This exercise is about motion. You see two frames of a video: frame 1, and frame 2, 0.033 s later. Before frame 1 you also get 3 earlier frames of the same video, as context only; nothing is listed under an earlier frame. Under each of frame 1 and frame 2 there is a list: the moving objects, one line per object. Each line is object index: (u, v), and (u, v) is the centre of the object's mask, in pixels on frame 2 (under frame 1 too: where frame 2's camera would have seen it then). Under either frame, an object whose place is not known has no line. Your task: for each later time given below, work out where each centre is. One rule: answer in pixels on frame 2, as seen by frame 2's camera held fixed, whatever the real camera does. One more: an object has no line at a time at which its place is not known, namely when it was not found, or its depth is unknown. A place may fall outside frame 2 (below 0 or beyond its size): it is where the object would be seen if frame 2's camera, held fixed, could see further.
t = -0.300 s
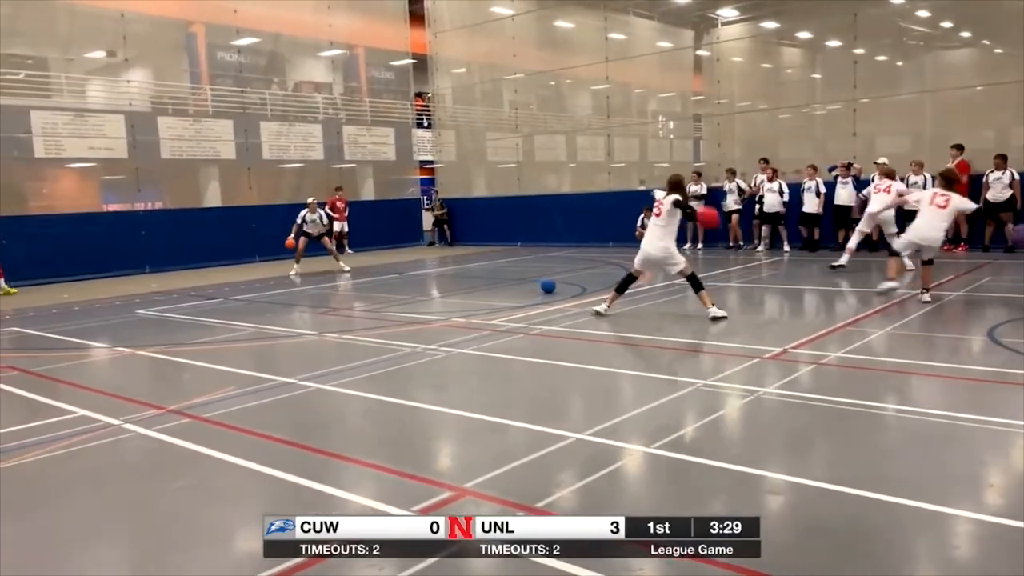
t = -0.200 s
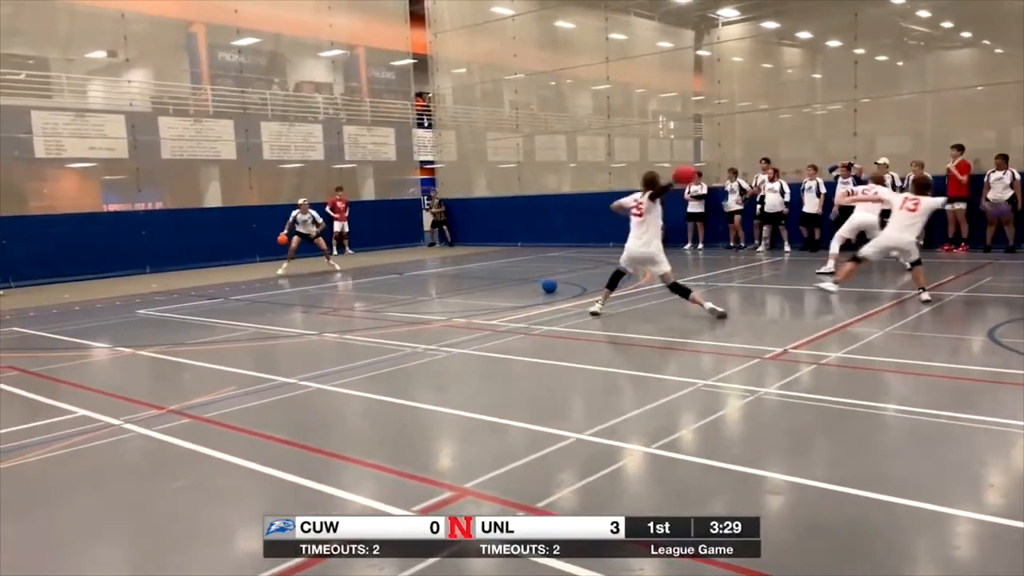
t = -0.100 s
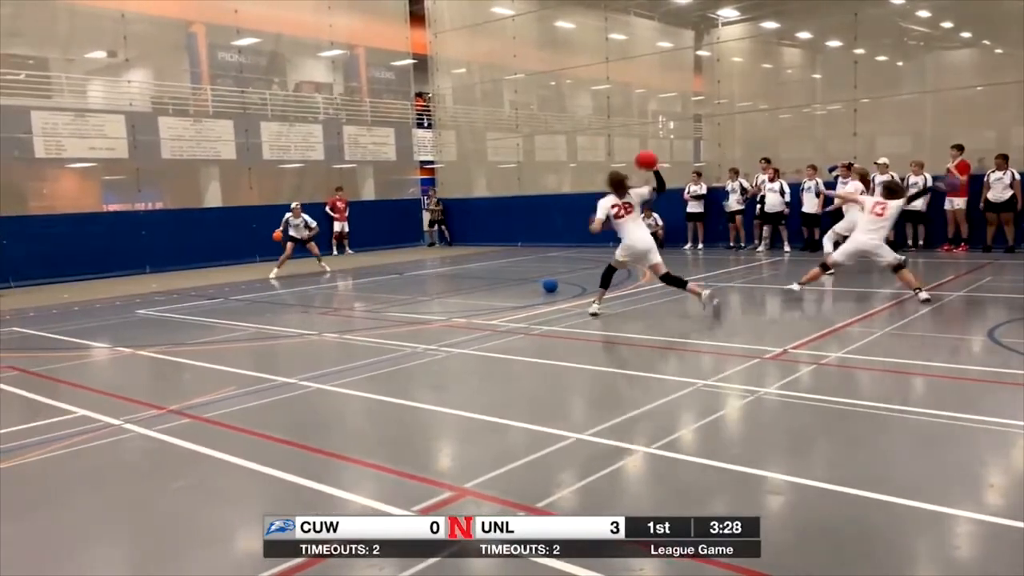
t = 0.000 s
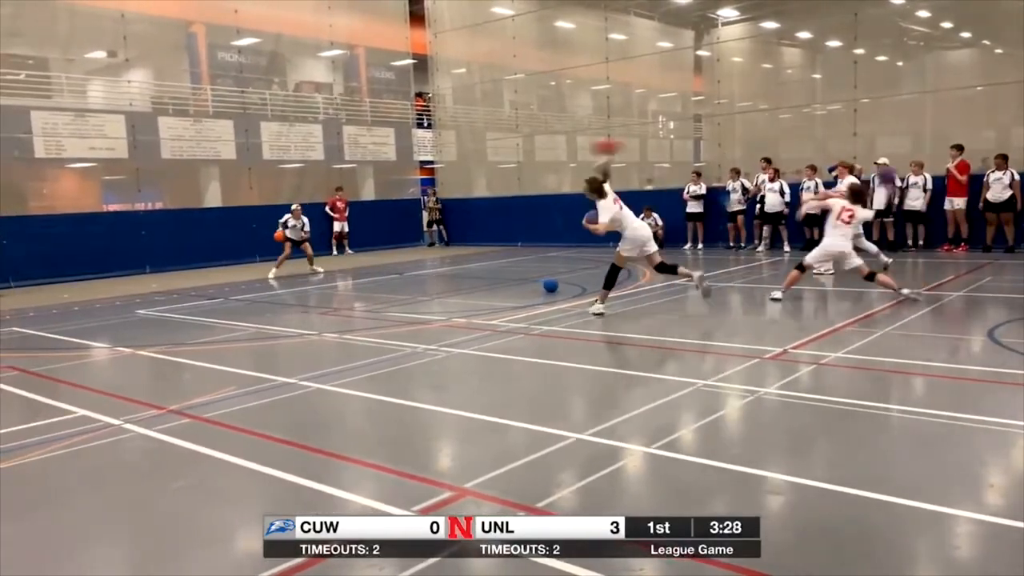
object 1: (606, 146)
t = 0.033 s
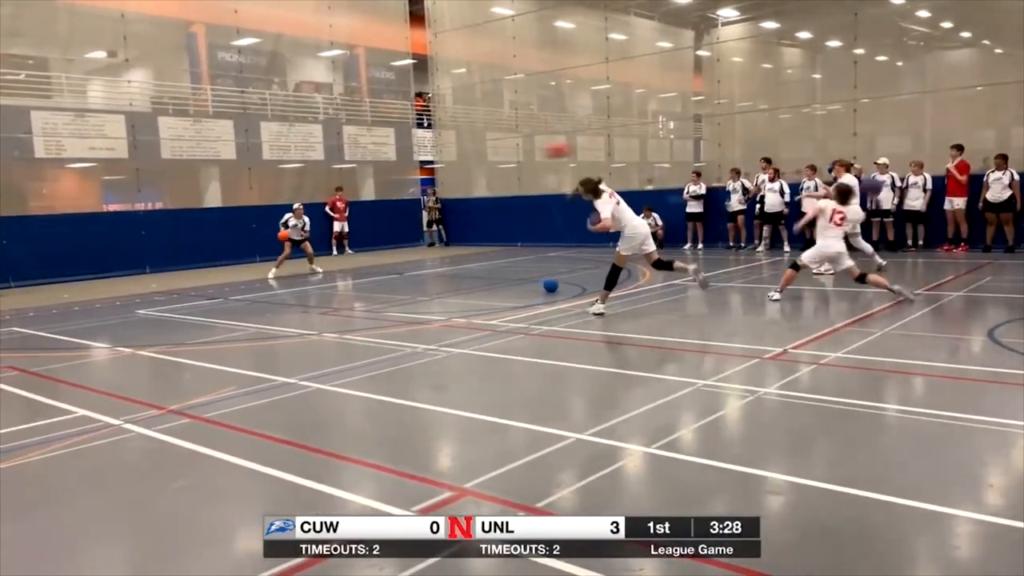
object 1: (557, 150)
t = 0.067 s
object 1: (516, 155)
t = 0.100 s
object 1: (479, 160)
